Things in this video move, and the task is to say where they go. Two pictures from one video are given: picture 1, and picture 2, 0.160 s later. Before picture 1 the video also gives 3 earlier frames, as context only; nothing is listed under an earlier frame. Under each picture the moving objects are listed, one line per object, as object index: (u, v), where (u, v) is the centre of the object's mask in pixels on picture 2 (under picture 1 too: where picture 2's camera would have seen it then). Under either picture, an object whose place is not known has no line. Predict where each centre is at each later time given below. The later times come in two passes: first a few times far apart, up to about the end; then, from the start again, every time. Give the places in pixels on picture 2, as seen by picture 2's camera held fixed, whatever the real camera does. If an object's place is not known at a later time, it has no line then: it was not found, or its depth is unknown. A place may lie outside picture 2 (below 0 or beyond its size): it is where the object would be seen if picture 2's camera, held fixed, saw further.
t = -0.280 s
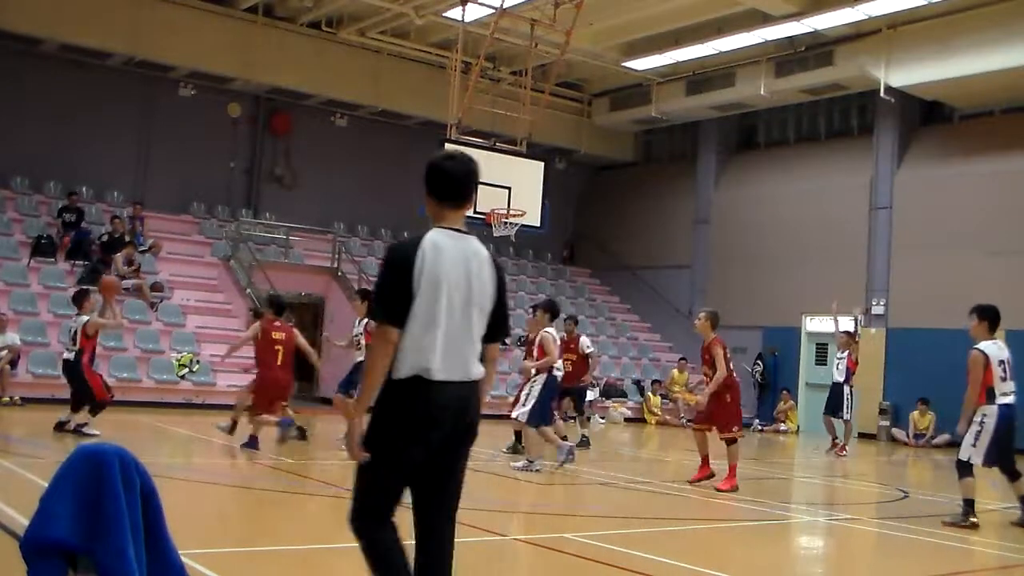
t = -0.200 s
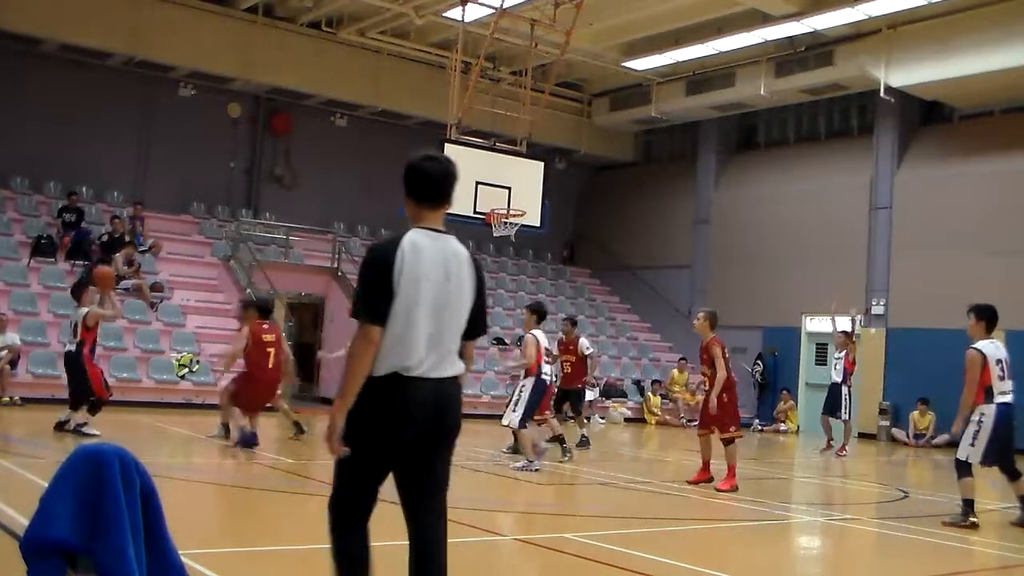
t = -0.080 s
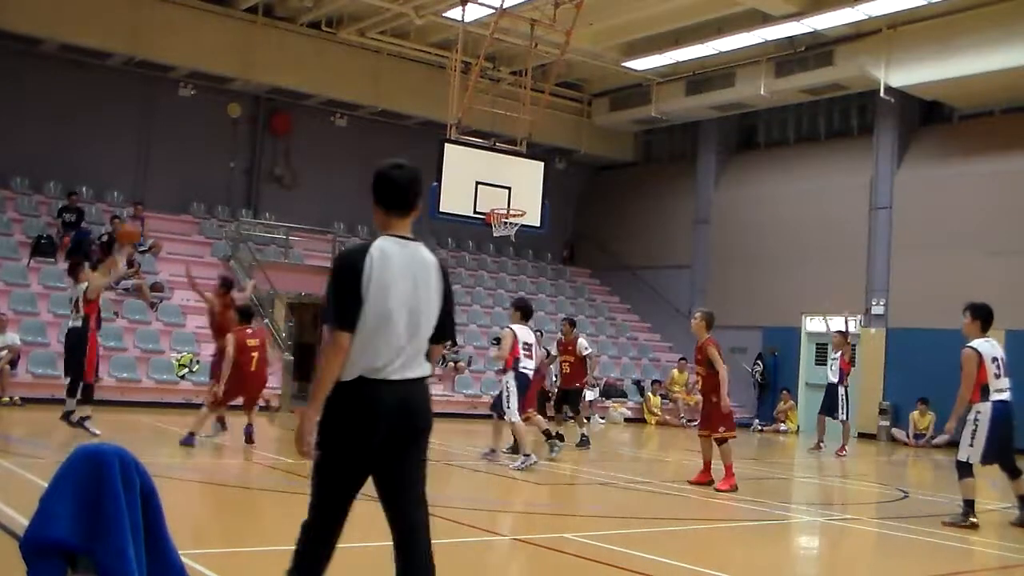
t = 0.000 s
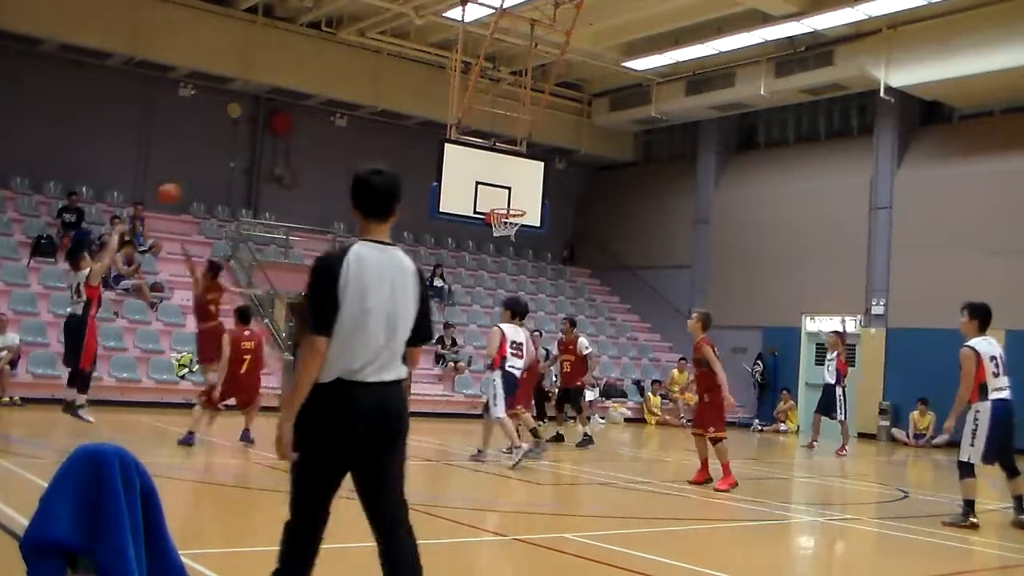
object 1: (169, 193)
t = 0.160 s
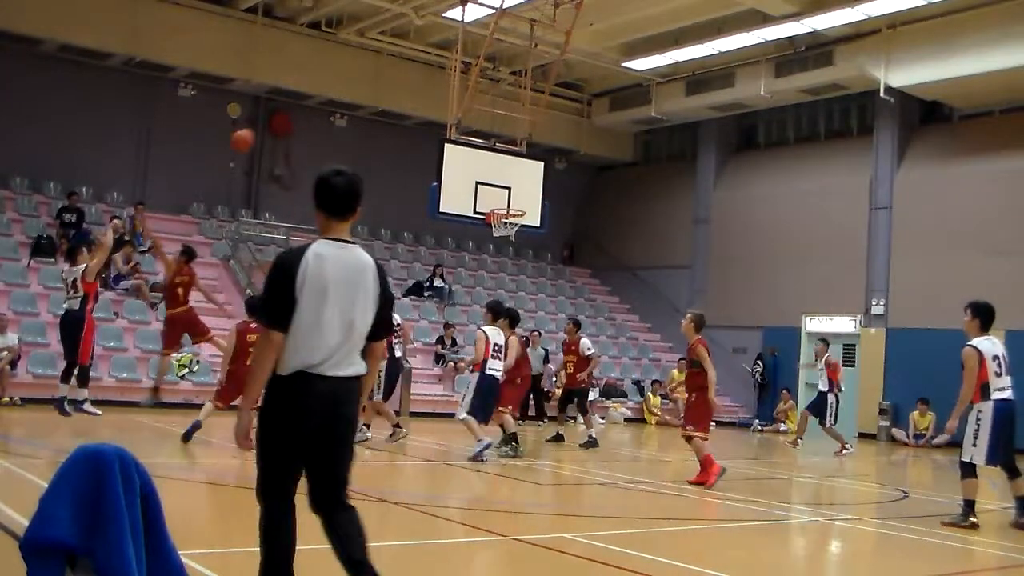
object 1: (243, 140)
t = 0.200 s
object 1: (259, 130)
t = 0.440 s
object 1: (352, 104)
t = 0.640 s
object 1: (419, 116)
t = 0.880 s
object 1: (486, 167)
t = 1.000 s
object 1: (517, 204)
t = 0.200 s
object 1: (259, 130)
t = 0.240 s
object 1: (277, 123)
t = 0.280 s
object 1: (294, 116)
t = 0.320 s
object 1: (309, 110)
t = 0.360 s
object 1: (322, 107)
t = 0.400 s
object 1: (337, 105)
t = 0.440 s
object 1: (352, 104)
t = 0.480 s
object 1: (366, 104)
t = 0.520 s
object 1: (379, 104)
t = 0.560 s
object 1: (392, 107)
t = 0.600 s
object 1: (405, 111)
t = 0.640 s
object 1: (419, 116)
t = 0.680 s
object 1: (430, 122)
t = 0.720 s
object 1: (440, 129)
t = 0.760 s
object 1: (452, 136)
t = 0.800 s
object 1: (464, 147)
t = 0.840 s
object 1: (475, 156)
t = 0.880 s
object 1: (486, 167)
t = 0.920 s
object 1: (496, 179)
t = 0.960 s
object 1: (506, 192)
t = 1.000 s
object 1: (517, 204)
